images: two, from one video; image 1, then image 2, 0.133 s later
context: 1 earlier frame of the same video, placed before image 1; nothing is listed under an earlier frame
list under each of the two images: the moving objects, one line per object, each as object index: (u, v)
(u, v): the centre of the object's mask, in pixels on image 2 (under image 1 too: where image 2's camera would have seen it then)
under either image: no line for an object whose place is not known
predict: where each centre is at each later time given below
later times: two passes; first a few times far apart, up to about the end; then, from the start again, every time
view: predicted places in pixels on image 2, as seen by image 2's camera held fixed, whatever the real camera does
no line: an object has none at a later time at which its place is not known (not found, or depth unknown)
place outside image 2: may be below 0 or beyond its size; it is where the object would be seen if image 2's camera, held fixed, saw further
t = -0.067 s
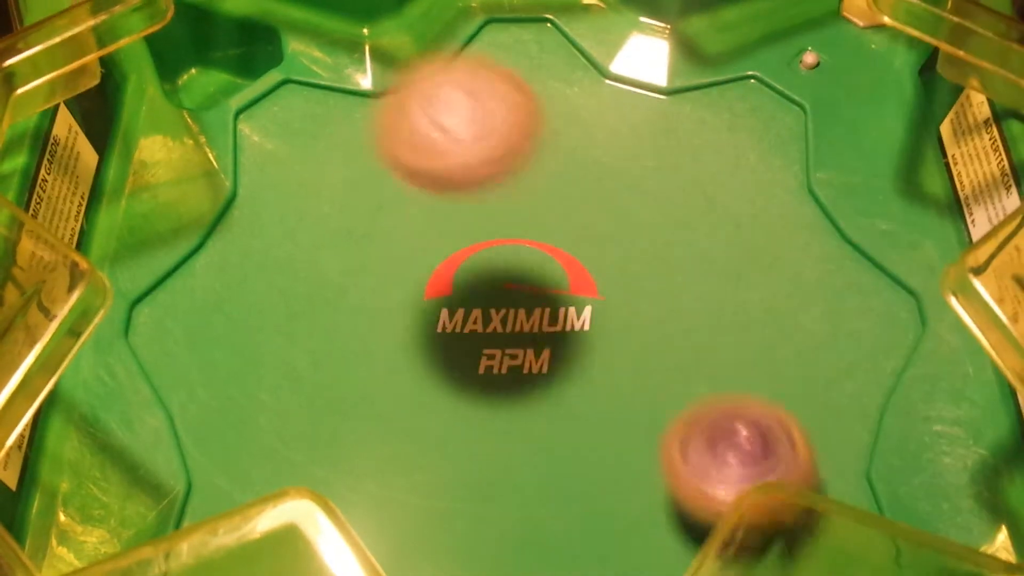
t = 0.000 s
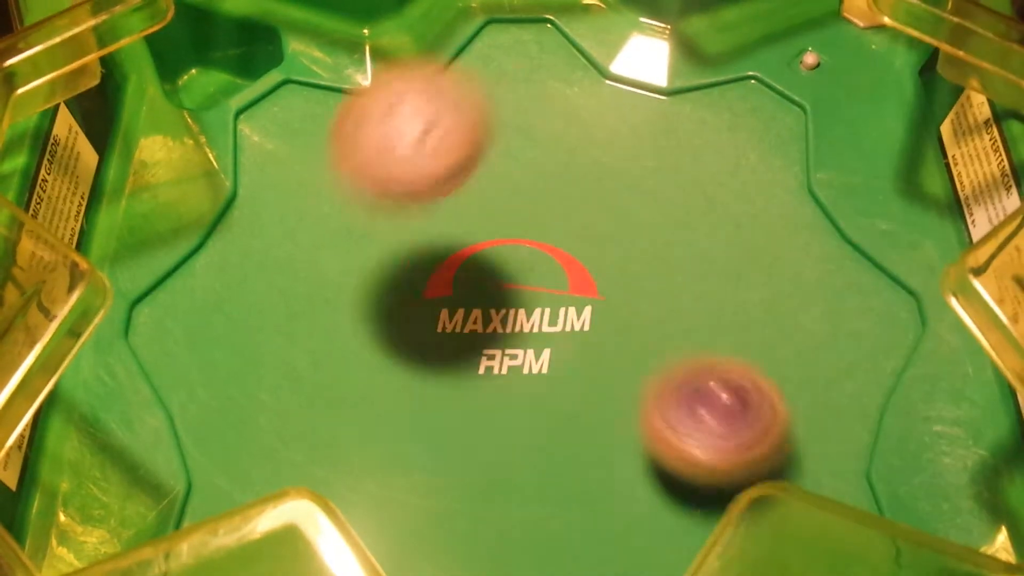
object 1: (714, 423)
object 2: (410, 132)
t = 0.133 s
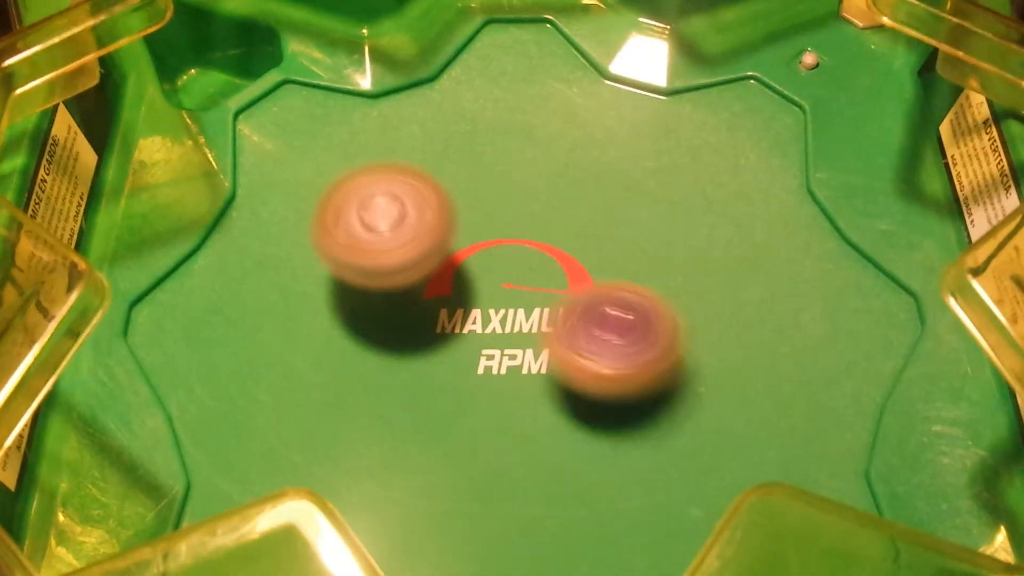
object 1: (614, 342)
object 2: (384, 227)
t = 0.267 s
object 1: (538, 314)
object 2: (367, 277)
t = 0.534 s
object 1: (425, 324)
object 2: (328, 453)
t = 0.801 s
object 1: (397, 379)
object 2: (617, 425)
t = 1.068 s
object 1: (513, 341)
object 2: (516, 178)
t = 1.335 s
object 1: (548, 237)
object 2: (284, 277)
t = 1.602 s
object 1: (495, 201)
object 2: (508, 407)
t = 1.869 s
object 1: (484, 287)
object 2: (664, 241)
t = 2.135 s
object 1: (575, 367)
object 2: (542, 124)
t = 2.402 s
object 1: (657, 314)
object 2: (477, 290)
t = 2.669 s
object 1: (655, 241)
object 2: (507, 454)
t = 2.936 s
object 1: (523, 282)
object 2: (668, 452)
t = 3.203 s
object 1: (486, 411)
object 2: (638, 306)
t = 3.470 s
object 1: (582, 443)
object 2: (450, 298)
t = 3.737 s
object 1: (591, 326)
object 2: (404, 412)
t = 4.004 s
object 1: (471, 253)
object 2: (553, 394)
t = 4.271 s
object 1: (400, 294)
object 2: (564, 254)
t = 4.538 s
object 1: (500, 357)
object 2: (455, 202)
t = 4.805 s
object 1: (628, 300)
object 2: (422, 307)
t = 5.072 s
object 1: (611, 224)
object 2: (585, 355)
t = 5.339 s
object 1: (510, 244)
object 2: (689, 299)
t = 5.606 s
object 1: (485, 357)
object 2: (623, 230)
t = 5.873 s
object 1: (584, 427)
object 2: (500, 299)
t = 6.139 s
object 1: (659, 379)
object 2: (468, 397)
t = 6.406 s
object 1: (580, 274)
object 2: (568, 416)
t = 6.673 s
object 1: (454, 212)
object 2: (580, 315)
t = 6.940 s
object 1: (340, 250)
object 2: (519, 281)
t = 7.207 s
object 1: (230, 355)
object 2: (629, 266)
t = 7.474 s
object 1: (342, 457)
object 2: (693, 209)
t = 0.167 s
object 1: (585, 328)
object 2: (392, 250)
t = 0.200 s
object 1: (555, 315)
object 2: (402, 266)
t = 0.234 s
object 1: (535, 309)
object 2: (396, 270)
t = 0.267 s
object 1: (538, 314)
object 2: (367, 277)
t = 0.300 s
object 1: (536, 319)
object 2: (341, 283)
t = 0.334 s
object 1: (529, 322)
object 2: (320, 295)
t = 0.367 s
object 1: (515, 323)
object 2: (304, 314)
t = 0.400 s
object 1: (500, 322)
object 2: (294, 340)
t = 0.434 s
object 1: (480, 320)
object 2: (290, 371)
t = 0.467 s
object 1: (461, 320)
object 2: (296, 408)
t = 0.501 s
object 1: (442, 321)
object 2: (308, 432)
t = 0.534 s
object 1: (425, 324)
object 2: (328, 453)
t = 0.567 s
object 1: (411, 329)
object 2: (368, 482)
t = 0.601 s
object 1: (399, 335)
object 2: (403, 500)
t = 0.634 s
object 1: (390, 342)
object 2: (438, 510)
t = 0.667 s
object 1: (383, 350)
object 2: (484, 512)
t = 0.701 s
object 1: (381, 359)
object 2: (527, 504)
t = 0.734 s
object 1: (382, 366)
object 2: (563, 487)
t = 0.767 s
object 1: (388, 374)
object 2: (595, 459)
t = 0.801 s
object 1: (397, 379)
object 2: (617, 425)
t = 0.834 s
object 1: (408, 383)
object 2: (631, 385)
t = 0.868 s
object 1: (421, 385)
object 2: (636, 348)
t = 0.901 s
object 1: (435, 384)
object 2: (631, 313)
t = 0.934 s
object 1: (451, 380)
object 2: (618, 278)
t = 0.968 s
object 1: (467, 374)
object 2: (597, 244)
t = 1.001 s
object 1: (484, 365)
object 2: (575, 218)
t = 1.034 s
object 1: (499, 354)
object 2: (548, 195)
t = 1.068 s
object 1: (513, 341)
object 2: (516, 178)
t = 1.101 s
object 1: (524, 327)
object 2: (480, 167)
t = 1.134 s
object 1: (535, 313)
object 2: (442, 163)
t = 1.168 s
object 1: (541, 297)
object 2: (402, 165)
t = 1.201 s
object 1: (545, 284)
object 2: (365, 175)
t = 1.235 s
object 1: (548, 275)
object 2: (335, 193)
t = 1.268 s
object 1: (550, 261)
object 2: (309, 217)
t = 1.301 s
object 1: (550, 249)
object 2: (292, 246)
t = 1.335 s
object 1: (548, 237)
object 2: (284, 277)
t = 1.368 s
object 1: (545, 225)
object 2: (289, 313)
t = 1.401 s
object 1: (539, 215)
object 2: (301, 343)
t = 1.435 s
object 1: (534, 207)
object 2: (323, 368)
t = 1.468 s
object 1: (527, 201)
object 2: (355, 390)
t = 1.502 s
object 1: (519, 197)
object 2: (391, 405)
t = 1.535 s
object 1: (511, 196)
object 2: (430, 414)
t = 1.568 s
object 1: (502, 197)
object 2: (468, 414)
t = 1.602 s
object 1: (495, 201)
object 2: (508, 407)
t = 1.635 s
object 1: (488, 208)
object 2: (541, 396)
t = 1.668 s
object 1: (485, 217)
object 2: (575, 381)
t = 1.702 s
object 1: (483, 228)
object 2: (601, 358)
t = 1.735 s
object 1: (484, 241)
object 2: (620, 335)
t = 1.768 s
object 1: (487, 253)
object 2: (633, 311)
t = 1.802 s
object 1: (492, 267)
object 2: (641, 286)
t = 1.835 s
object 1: (488, 277)
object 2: (655, 263)
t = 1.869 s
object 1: (484, 287)
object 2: (664, 241)
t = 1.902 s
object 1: (485, 297)
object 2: (669, 219)
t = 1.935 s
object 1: (490, 310)
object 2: (666, 195)
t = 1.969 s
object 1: (500, 324)
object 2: (655, 170)
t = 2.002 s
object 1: (511, 337)
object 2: (639, 151)
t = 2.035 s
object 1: (524, 349)
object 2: (617, 134)
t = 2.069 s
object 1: (539, 357)
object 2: (592, 123)
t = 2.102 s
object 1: (557, 363)
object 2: (567, 120)
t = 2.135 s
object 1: (575, 367)
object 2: (542, 124)
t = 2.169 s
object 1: (592, 368)
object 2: (516, 136)
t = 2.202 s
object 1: (609, 366)
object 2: (495, 151)
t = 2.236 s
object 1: (624, 361)
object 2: (478, 173)
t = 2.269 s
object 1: (637, 354)
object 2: (468, 193)
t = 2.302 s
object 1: (647, 345)
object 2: (464, 216)
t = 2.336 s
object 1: (653, 335)
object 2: (463, 239)
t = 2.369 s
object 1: (657, 325)
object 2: (467, 262)
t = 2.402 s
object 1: (657, 314)
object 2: (477, 290)
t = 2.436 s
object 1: (653, 304)
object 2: (492, 317)
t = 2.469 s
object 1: (651, 295)
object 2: (502, 334)
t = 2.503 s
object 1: (668, 283)
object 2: (484, 356)
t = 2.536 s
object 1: (679, 273)
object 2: (473, 377)
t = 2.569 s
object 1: (681, 264)
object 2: (472, 399)
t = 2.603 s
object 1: (676, 254)
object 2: (477, 418)
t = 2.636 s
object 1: (667, 246)
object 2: (490, 439)
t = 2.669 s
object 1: (655, 241)
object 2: (507, 454)
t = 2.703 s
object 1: (641, 237)
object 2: (527, 467)
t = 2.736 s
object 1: (624, 235)
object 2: (548, 476)
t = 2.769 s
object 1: (606, 238)
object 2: (570, 481)
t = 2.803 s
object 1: (589, 242)
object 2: (592, 482)
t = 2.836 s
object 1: (571, 249)
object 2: (613, 481)
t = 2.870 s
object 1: (553, 257)
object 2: (634, 475)
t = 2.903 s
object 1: (537, 269)
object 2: (652, 465)
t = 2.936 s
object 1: (523, 282)
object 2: (668, 452)
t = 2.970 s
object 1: (511, 297)
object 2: (681, 437)
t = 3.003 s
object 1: (501, 311)
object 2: (688, 417)
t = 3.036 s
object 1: (492, 329)
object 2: (692, 397)
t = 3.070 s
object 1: (485, 345)
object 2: (689, 377)
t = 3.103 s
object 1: (481, 362)
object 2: (682, 357)
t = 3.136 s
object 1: (480, 381)
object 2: (670, 338)
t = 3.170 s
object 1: (481, 396)
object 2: (656, 321)
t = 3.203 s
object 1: (486, 411)
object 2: (638, 306)
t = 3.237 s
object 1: (493, 425)
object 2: (617, 294)
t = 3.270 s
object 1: (503, 437)
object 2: (595, 285)
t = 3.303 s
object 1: (514, 446)
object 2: (571, 278)
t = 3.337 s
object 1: (528, 453)
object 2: (549, 277)
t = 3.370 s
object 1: (543, 455)
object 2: (524, 277)
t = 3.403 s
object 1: (556, 455)
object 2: (499, 279)
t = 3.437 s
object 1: (570, 450)
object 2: (472, 288)
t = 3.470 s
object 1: (582, 443)
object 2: (450, 298)
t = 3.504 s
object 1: (592, 433)
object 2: (428, 312)
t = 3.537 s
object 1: (600, 421)
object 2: (411, 327)
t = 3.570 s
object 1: (605, 406)
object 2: (399, 340)
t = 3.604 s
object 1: (608, 391)
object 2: (392, 354)
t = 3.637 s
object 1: (608, 375)
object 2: (388, 368)
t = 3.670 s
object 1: (604, 357)
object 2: (389, 384)
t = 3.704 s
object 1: (599, 341)
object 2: (394, 399)
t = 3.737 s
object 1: (591, 326)
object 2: (404, 412)
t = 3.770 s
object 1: (579, 310)
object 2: (418, 423)
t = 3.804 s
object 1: (566, 297)
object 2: (436, 430)
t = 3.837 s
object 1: (551, 286)
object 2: (456, 434)
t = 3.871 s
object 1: (535, 275)
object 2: (477, 434)
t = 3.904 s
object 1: (519, 267)
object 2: (499, 430)
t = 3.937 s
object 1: (504, 260)
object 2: (520, 420)
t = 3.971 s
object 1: (487, 256)
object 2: (538, 407)
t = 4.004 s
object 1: (471, 253)
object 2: (553, 394)
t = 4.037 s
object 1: (455, 251)
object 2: (565, 378)
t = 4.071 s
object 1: (441, 253)
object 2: (575, 359)
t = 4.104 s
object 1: (428, 256)
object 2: (581, 341)
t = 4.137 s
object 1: (417, 261)
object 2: (584, 322)
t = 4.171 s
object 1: (409, 267)
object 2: (583, 304)
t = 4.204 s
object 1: (404, 275)
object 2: (578, 287)
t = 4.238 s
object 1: (400, 284)
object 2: (571, 270)
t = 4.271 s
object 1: (400, 294)
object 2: (564, 254)
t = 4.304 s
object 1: (402, 306)
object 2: (555, 242)
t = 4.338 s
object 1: (408, 318)
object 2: (543, 229)
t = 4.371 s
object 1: (417, 327)
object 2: (531, 219)
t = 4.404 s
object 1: (430, 336)
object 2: (517, 211)
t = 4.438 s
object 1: (445, 344)
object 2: (502, 206)
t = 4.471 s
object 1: (461, 351)
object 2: (486, 202)
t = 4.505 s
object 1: (480, 354)
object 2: (471, 201)
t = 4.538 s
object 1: (500, 357)
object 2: (455, 202)
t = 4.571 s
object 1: (520, 356)
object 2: (441, 207)
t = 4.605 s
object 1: (541, 353)
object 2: (427, 215)
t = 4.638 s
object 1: (561, 348)
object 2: (416, 227)
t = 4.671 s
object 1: (578, 341)
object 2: (409, 240)
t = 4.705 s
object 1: (595, 333)
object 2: (405, 255)
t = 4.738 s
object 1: (608, 323)
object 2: (406, 273)
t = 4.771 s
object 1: (619, 312)
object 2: (412, 291)
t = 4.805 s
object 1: (628, 300)
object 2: (422, 307)
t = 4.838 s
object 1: (635, 289)
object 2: (435, 323)
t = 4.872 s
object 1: (640, 276)
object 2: (452, 336)
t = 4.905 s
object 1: (640, 264)
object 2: (472, 347)
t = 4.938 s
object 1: (640, 254)
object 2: (493, 354)
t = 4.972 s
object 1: (636, 244)
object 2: (517, 359)
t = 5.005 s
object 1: (629, 236)
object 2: (540, 360)
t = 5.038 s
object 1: (621, 229)
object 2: (563, 359)
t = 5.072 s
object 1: (611, 224)
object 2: (585, 355)
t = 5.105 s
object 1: (599, 222)
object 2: (604, 350)
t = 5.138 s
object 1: (587, 220)
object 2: (621, 348)
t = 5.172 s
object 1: (573, 217)
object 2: (636, 345)
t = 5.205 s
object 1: (560, 217)
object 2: (651, 339)
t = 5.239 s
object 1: (548, 222)
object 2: (663, 331)
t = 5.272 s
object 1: (533, 227)
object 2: (675, 322)
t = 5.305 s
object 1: (521, 234)
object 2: (683, 311)
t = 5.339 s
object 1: (510, 244)
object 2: (689, 299)
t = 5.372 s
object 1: (500, 256)
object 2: (692, 287)
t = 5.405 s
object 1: (493, 269)
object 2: (692, 275)
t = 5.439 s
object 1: (487, 283)
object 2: (688, 263)
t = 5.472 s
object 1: (482, 296)
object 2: (680, 252)
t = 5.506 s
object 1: (480, 310)
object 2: (670, 243)
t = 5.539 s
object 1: (479, 324)
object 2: (656, 236)
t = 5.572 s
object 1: (481, 341)
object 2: (640, 231)
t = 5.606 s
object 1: (485, 357)
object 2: (623, 230)
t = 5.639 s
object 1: (493, 373)
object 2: (604, 232)
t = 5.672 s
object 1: (502, 386)
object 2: (584, 237)
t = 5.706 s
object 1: (513, 396)
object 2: (565, 244)
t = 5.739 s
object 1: (527, 405)
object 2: (547, 254)
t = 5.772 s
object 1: (541, 412)
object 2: (532, 266)
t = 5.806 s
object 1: (554, 417)
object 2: (520, 280)
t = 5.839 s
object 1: (567, 418)
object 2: (510, 294)
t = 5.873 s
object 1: (584, 427)
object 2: (500, 299)
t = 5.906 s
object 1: (601, 432)
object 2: (489, 305)
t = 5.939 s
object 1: (616, 431)
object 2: (479, 316)
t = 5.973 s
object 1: (629, 428)
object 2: (471, 326)
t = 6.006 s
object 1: (639, 422)
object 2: (464, 339)
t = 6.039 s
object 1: (648, 413)
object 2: (460, 353)
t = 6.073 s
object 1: (654, 403)
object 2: (459, 368)
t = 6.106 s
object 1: (658, 392)
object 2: (461, 384)
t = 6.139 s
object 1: (659, 379)
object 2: (468, 397)
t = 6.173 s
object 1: (657, 366)
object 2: (478, 407)
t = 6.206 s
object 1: (652, 352)
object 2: (490, 417)
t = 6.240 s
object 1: (645, 339)
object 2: (502, 423)
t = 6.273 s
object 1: (634, 326)
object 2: (517, 426)
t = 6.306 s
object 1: (620, 314)
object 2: (533, 426)
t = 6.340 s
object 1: (606, 303)
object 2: (548, 423)
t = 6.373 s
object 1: (593, 290)
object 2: (558, 421)
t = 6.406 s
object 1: (580, 274)
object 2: (568, 416)
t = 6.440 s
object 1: (567, 258)
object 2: (578, 408)
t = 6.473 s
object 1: (552, 247)
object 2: (586, 397)
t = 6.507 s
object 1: (537, 237)
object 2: (592, 385)
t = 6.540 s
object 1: (520, 228)
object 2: (596, 372)
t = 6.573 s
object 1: (503, 221)
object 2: (597, 358)
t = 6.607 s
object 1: (486, 216)
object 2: (594, 342)
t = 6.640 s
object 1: (469, 213)
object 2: (588, 328)
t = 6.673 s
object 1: (454, 212)
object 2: (580, 315)
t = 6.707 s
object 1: (440, 213)
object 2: (570, 303)
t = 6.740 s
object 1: (426, 217)
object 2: (558, 292)
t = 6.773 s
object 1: (413, 223)
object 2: (544, 284)
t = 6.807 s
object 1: (396, 225)
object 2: (542, 283)
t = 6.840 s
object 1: (378, 226)
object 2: (540, 286)
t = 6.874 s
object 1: (363, 232)
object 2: (534, 286)
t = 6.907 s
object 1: (350, 240)
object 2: (526, 283)
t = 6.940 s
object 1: (340, 250)
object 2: (519, 281)
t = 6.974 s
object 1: (335, 263)
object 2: (511, 279)
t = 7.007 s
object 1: (333, 277)
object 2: (503, 278)
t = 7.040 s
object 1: (335, 292)
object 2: (495, 278)
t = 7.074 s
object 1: (339, 306)
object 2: (491, 279)
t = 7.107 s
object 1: (301, 316)
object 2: (525, 278)
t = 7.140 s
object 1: (263, 327)
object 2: (569, 276)
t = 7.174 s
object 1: (241, 339)
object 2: (603, 272)
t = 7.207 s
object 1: (230, 355)
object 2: (629, 266)
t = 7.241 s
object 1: (225, 374)
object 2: (646, 260)
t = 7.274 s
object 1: (225, 393)
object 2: (660, 253)
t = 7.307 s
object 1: (232, 412)
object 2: (670, 246)
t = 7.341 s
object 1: (244, 427)
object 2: (678, 238)
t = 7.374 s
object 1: (260, 436)
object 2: (683, 231)
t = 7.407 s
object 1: (284, 443)
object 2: (689, 223)
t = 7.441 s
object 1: (311, 449)
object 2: (691, 216)
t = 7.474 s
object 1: (342, 457)
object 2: (693, 209)
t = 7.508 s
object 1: (370, 462)
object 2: (693, 203)
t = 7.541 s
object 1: (397, 464)
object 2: (690, 199)
